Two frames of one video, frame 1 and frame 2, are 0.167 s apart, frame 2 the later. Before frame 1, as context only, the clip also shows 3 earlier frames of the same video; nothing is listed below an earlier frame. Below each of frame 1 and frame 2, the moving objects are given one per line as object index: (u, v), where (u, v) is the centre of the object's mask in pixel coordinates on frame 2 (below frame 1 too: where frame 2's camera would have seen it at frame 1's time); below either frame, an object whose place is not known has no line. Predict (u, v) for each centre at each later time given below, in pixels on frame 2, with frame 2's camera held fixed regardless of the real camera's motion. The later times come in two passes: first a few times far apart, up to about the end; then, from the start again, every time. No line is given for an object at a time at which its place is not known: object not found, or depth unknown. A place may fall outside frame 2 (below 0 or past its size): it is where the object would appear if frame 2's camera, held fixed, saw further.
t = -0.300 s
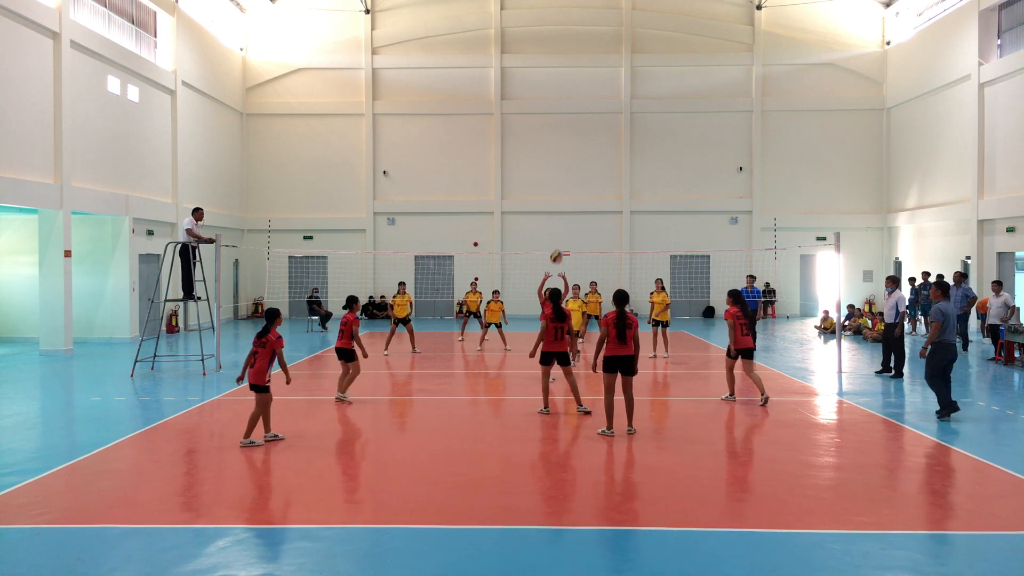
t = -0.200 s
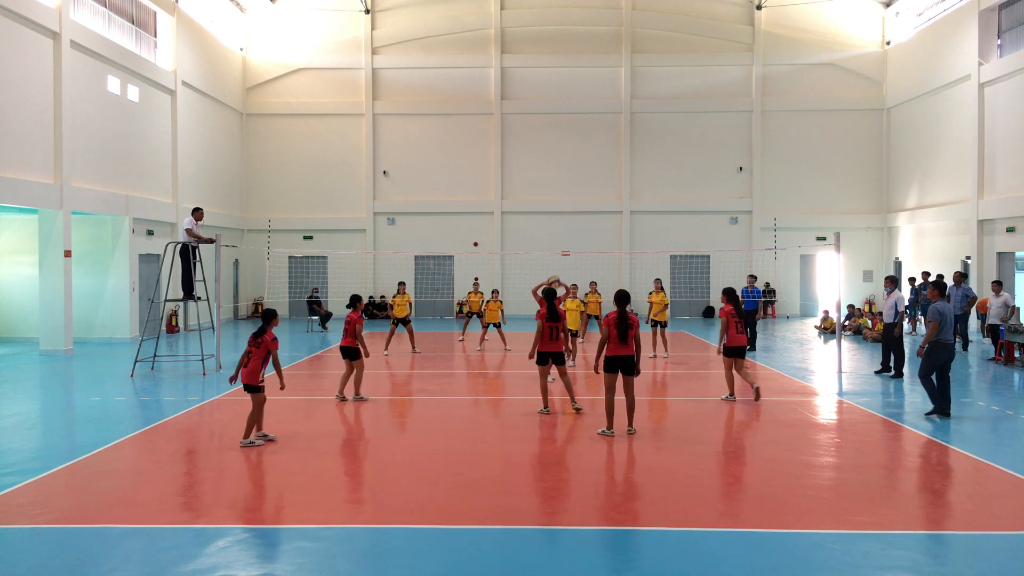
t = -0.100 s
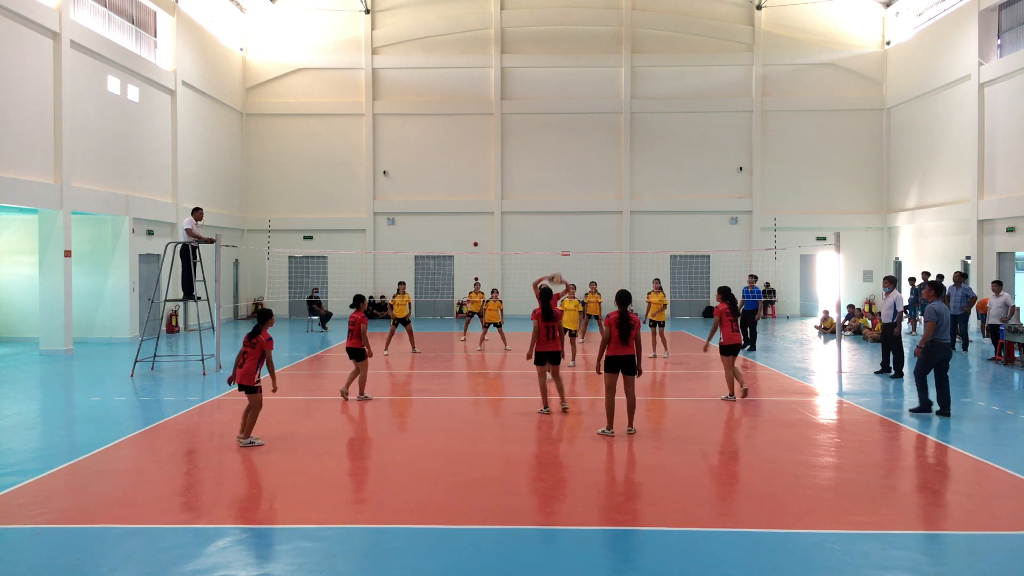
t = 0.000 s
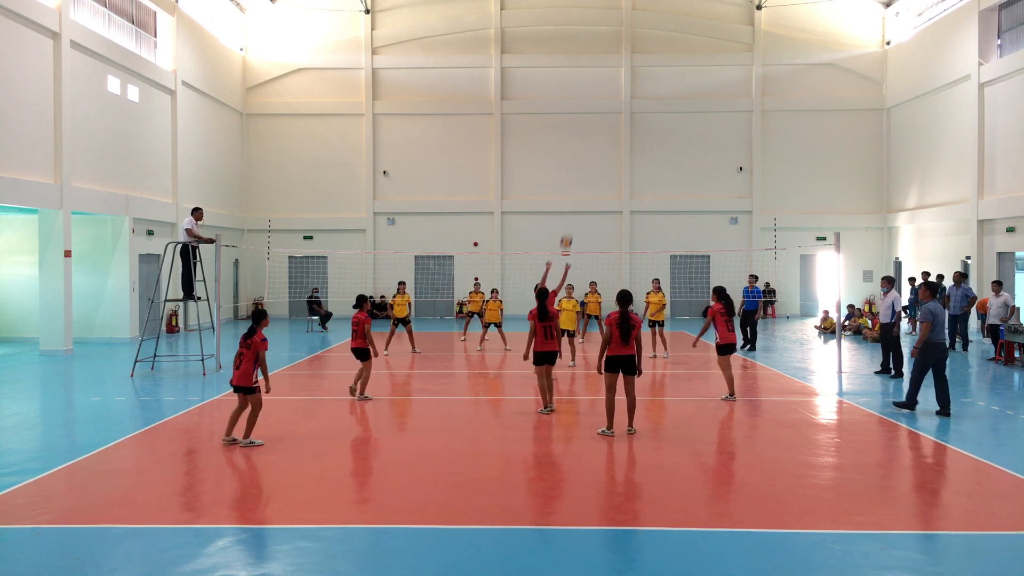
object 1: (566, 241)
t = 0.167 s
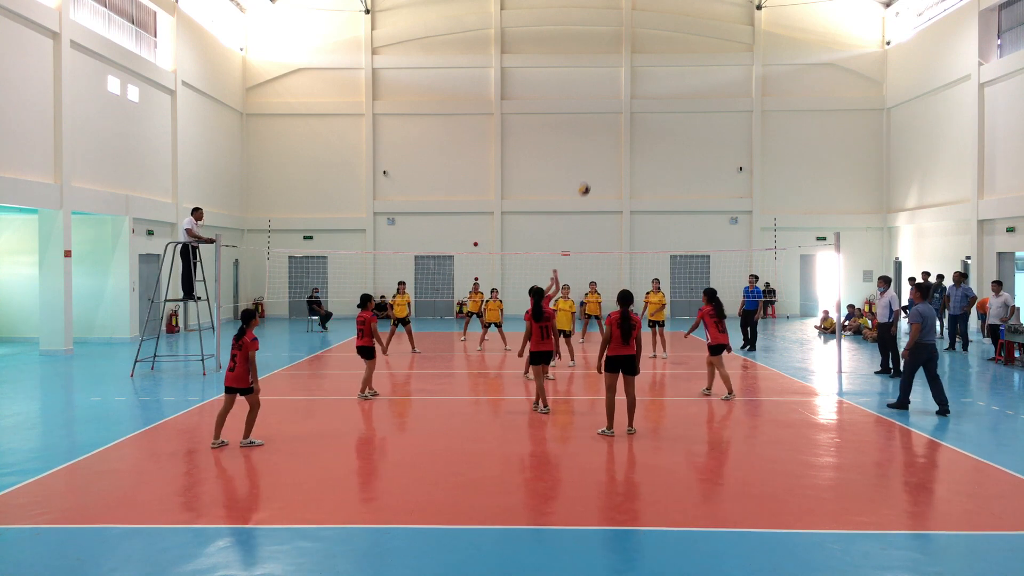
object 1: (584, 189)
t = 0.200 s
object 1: (588, 180)
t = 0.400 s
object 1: (607, 144)
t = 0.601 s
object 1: (628, 131)
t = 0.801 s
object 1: (646, 143)
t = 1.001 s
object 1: (664, 176)
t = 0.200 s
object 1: (588, 180)
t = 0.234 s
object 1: (591, 173)
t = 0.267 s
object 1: (594, 166)
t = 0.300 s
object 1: (597, 160)
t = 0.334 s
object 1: (601, 154)
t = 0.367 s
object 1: (604, 149)
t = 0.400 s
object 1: (607, 144)
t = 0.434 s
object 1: (611, 140)
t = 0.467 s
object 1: (614, 137)
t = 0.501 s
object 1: (617, 134)
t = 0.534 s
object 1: (621, 133)
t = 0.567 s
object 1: (625, 132)
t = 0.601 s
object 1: (628, 131)
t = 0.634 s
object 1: (631, 131)
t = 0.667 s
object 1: (634, 132)
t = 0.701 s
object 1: (637, 134)
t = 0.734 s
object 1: (640, 136)
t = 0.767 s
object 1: (643, 139)
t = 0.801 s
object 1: (646, 143)
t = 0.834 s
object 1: (649, 146)
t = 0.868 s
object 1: (652, 151)
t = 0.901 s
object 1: (655, 156)
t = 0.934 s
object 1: (658, 163)
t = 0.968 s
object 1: (661, 169)
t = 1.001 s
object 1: (664, 176)
